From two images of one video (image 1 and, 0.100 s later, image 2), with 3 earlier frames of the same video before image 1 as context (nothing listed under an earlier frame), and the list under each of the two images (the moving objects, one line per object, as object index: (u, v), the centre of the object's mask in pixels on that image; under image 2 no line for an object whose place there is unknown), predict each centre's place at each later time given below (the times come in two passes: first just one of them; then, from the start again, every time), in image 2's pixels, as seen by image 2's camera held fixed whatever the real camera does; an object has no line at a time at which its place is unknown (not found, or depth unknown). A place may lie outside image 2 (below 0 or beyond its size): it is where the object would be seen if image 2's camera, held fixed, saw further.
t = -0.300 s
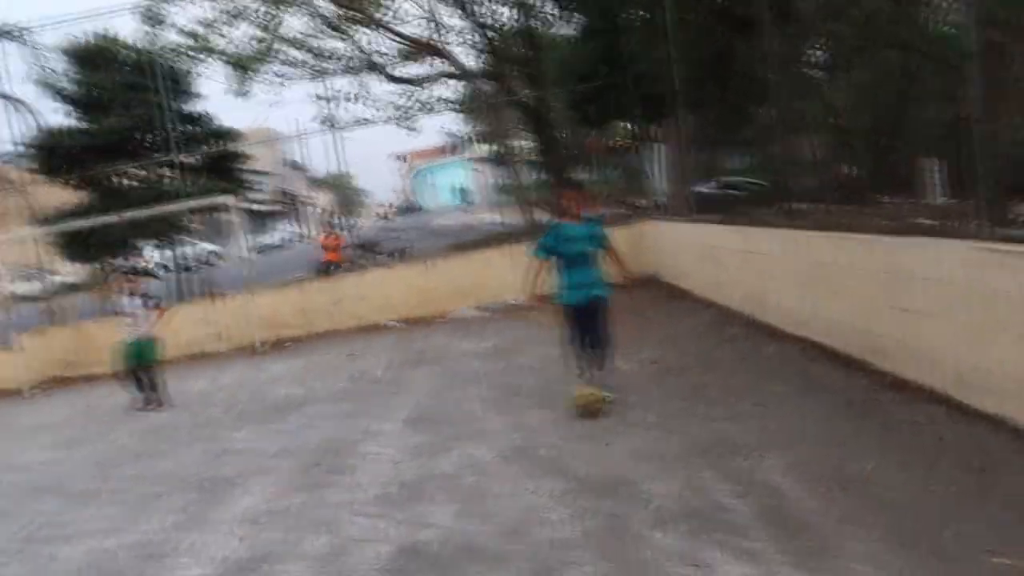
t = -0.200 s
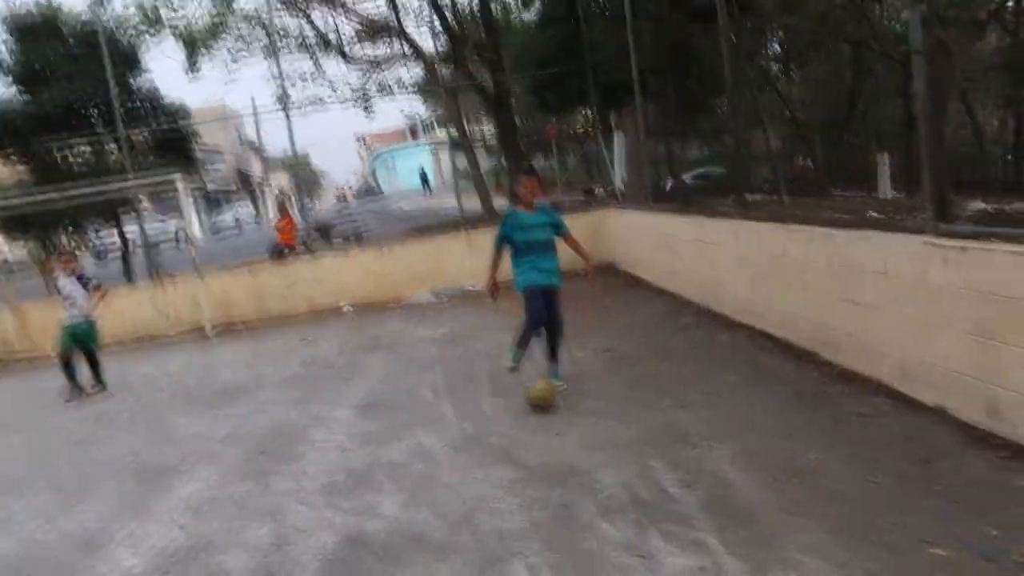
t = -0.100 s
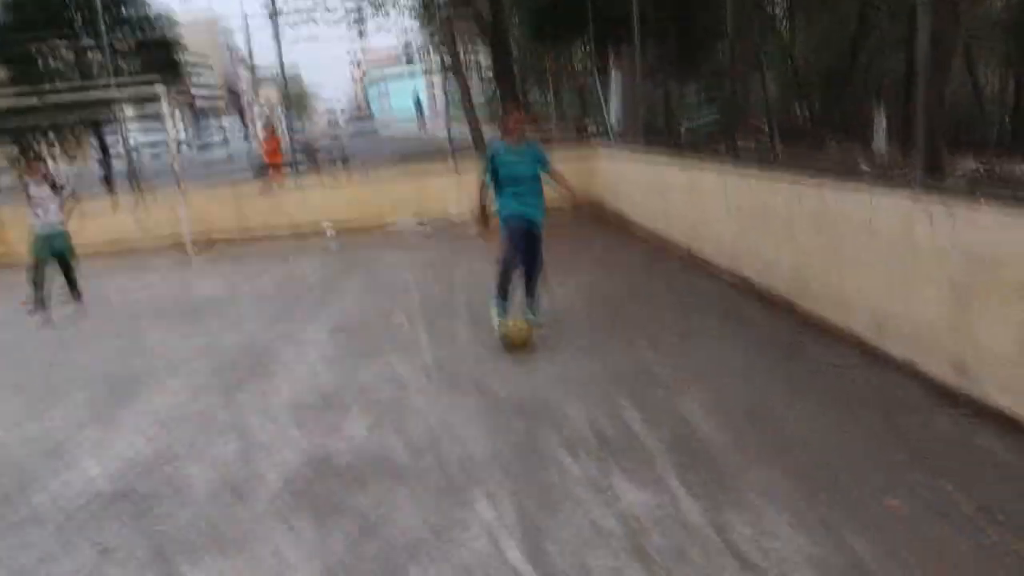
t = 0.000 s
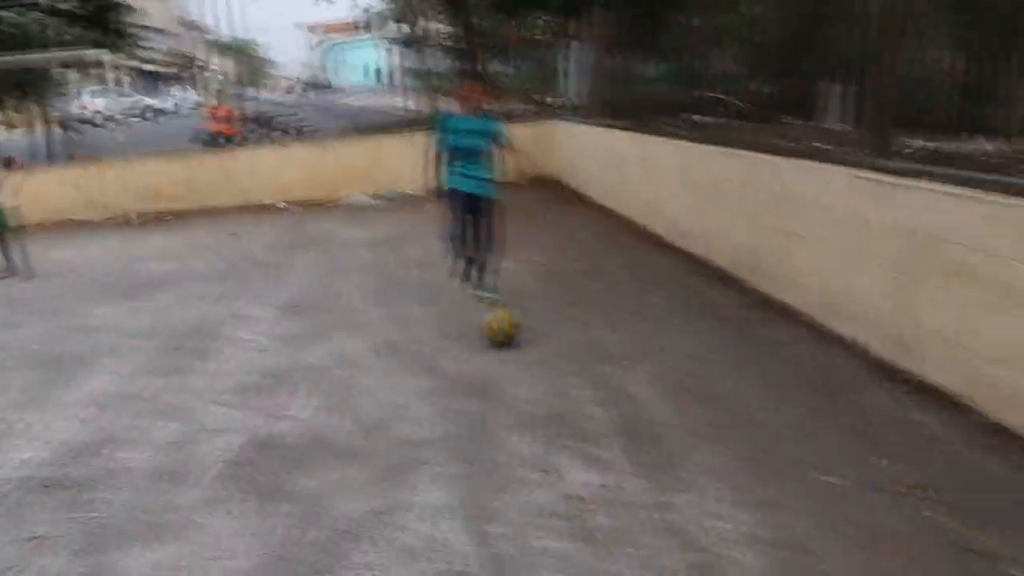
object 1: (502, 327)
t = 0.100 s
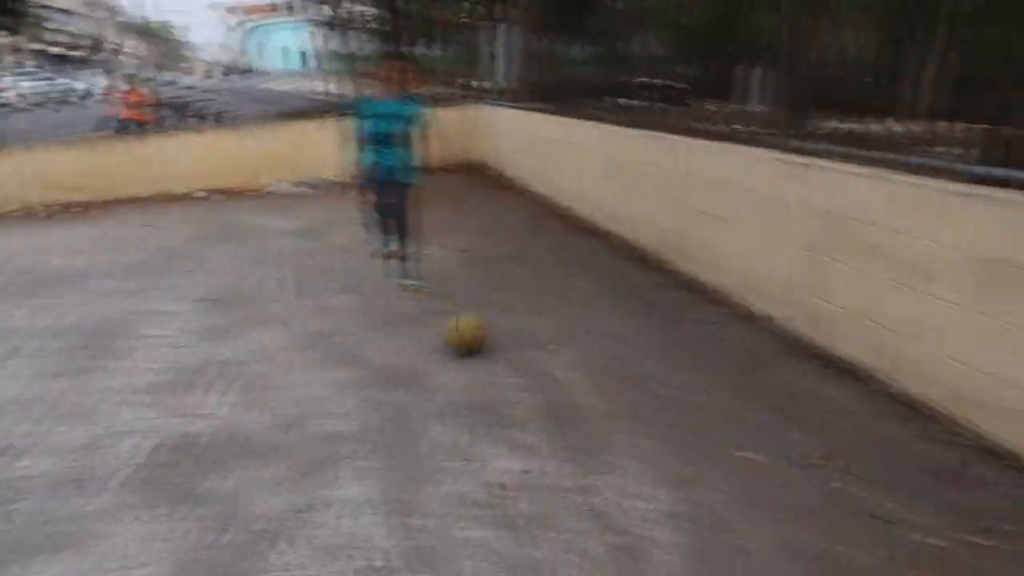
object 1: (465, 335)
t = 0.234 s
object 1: (533, 364)
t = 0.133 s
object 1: (480, 343)
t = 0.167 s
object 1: (500, 350)
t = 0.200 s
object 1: (516, 356)
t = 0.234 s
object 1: (533, 364)
